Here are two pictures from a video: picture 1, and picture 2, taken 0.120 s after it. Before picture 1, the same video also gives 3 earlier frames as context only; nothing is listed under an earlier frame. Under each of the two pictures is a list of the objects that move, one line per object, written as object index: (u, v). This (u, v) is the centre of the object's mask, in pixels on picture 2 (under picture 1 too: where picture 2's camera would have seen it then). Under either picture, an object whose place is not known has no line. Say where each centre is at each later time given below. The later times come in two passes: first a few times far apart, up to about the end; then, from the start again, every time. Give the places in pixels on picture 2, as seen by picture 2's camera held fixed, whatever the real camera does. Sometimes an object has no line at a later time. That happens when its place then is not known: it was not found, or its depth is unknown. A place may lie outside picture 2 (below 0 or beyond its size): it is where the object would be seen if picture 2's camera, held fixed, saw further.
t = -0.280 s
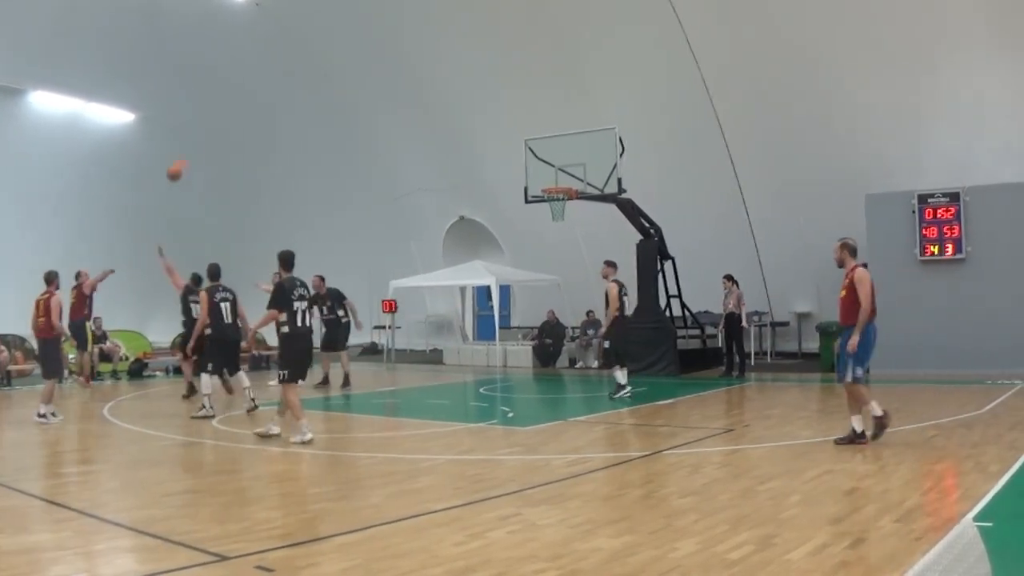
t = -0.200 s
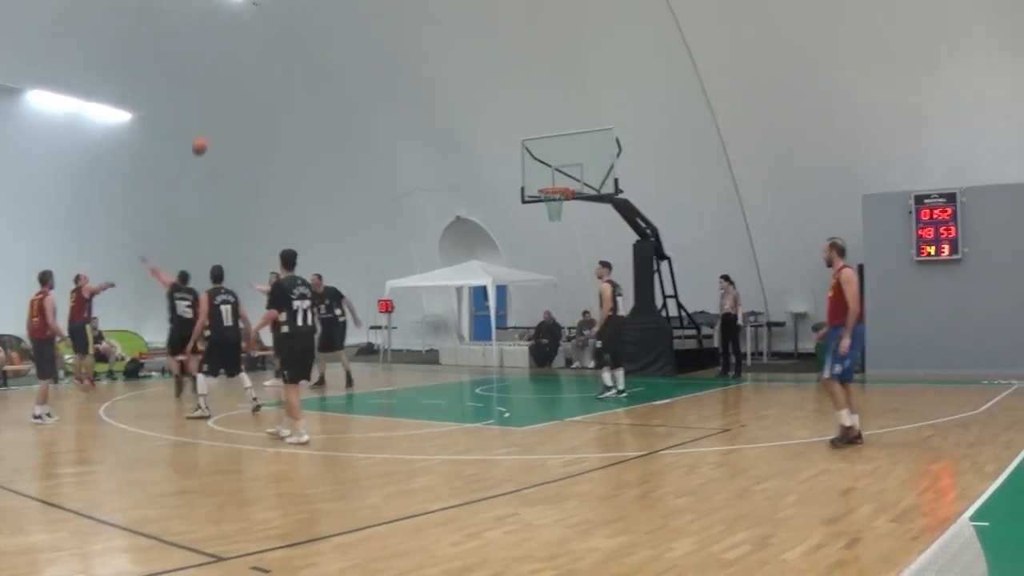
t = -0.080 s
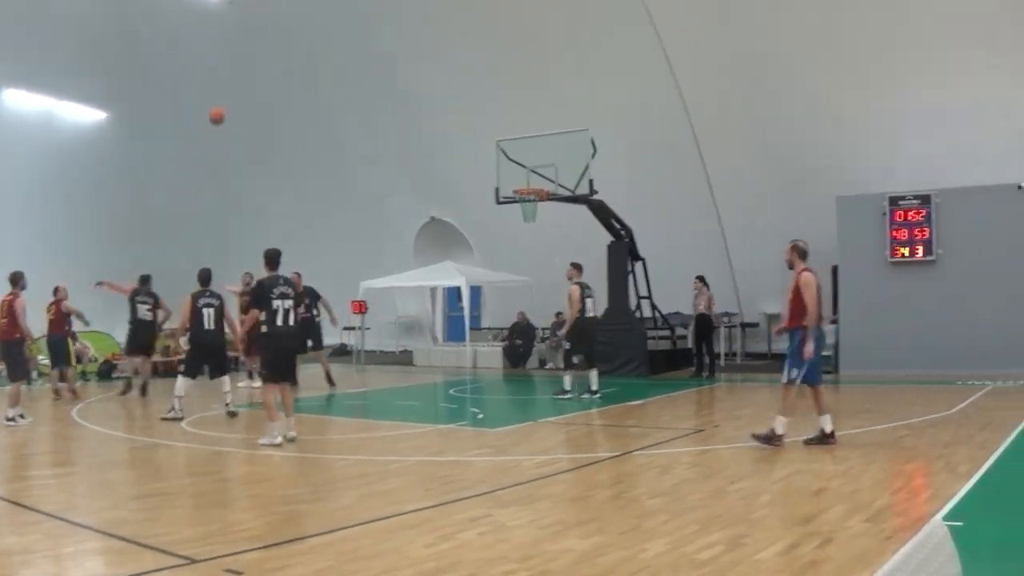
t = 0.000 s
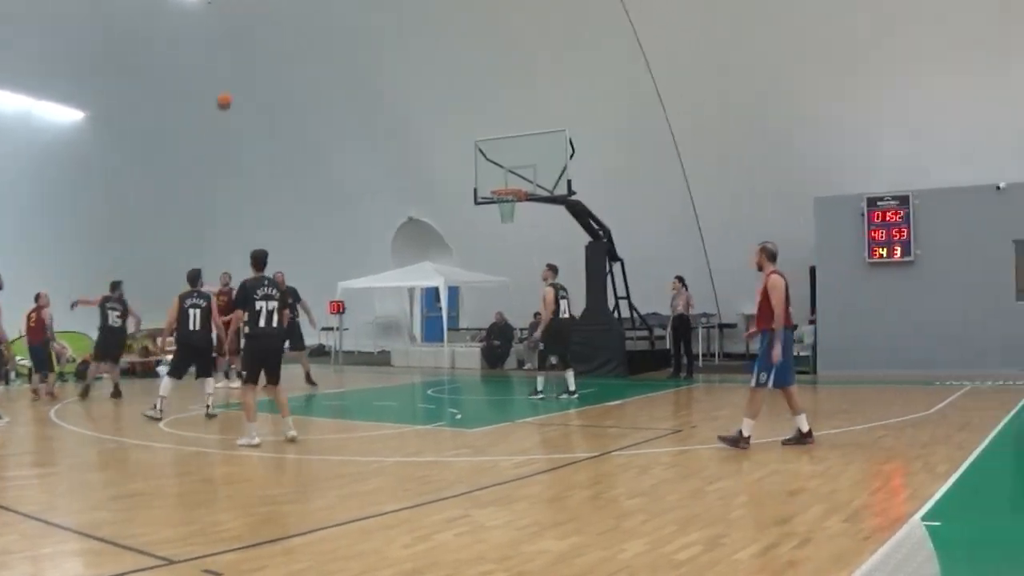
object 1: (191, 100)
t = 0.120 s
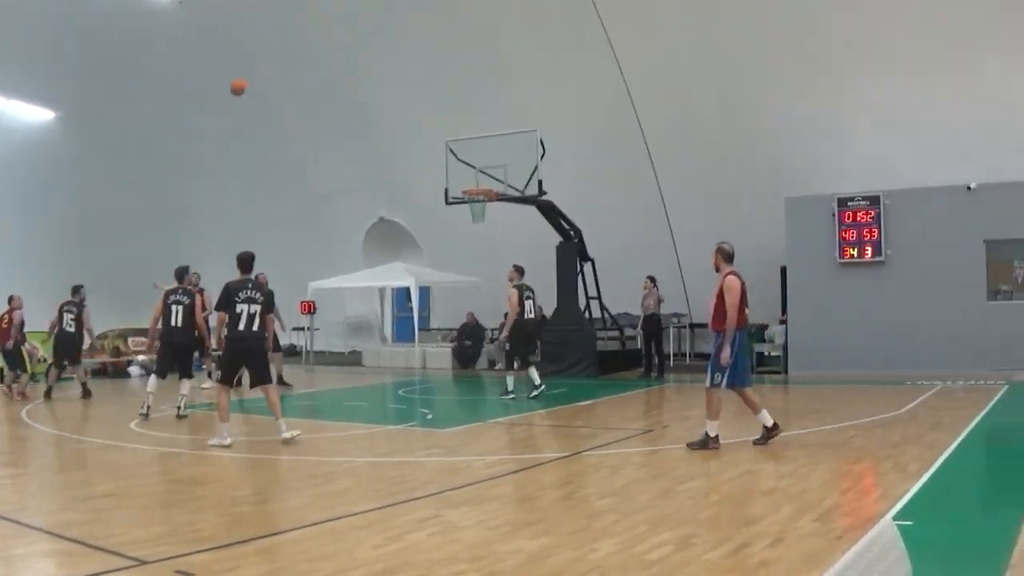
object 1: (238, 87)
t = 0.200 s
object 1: (267, 84)
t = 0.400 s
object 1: (336, 92)
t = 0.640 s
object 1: (417, 134)
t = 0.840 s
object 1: (483, 195)
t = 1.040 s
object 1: (477, 238)
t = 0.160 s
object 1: (252, 85)
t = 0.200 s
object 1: (267, 84)
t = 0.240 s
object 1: (281, 84)
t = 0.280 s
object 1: (295, 84)
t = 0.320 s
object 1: (309, 86)
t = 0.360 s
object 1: (323, 88)
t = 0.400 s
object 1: (336, 92)
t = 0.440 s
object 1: (350, 97)
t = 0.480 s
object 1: (363, 102)
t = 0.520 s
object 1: (376, 109)
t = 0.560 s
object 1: (390, 116)
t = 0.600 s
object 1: (404, 124)
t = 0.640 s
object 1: (417, 134)
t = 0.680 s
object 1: (431, 144)
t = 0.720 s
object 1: (444, 156)
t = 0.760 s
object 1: (457, 168)
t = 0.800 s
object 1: (471, 181)
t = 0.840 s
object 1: (483, 195)
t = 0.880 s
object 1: (486, 205)
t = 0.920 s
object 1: (483, 212)
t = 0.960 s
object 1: (481, 220)
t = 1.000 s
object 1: (479, 228)
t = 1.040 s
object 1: (477, 238)
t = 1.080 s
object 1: (475, 248)
